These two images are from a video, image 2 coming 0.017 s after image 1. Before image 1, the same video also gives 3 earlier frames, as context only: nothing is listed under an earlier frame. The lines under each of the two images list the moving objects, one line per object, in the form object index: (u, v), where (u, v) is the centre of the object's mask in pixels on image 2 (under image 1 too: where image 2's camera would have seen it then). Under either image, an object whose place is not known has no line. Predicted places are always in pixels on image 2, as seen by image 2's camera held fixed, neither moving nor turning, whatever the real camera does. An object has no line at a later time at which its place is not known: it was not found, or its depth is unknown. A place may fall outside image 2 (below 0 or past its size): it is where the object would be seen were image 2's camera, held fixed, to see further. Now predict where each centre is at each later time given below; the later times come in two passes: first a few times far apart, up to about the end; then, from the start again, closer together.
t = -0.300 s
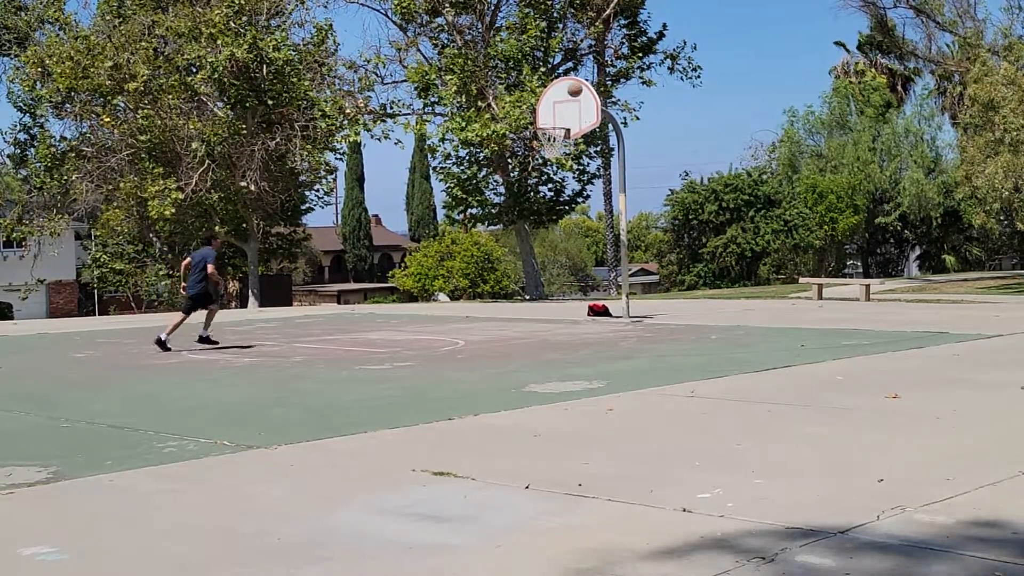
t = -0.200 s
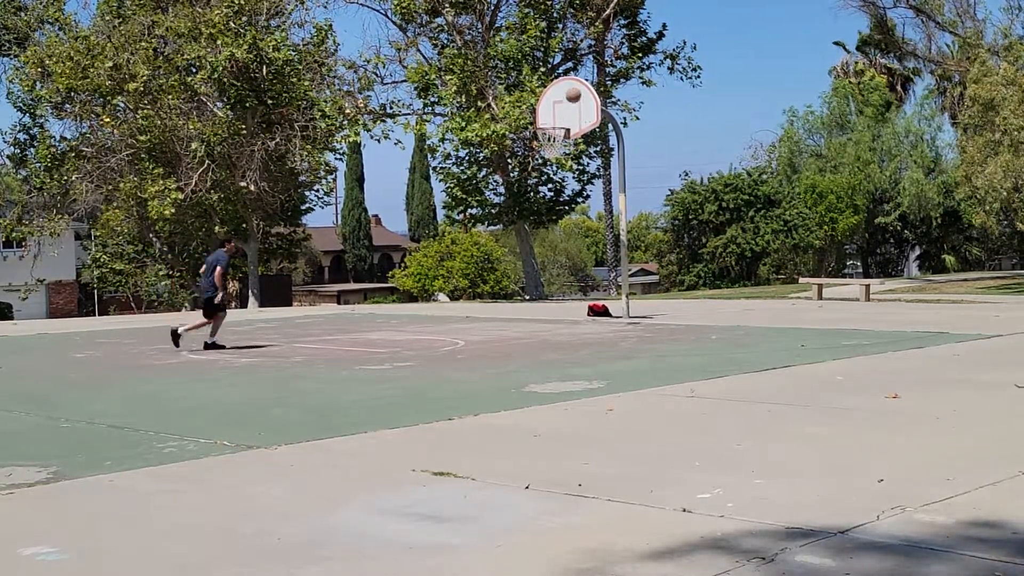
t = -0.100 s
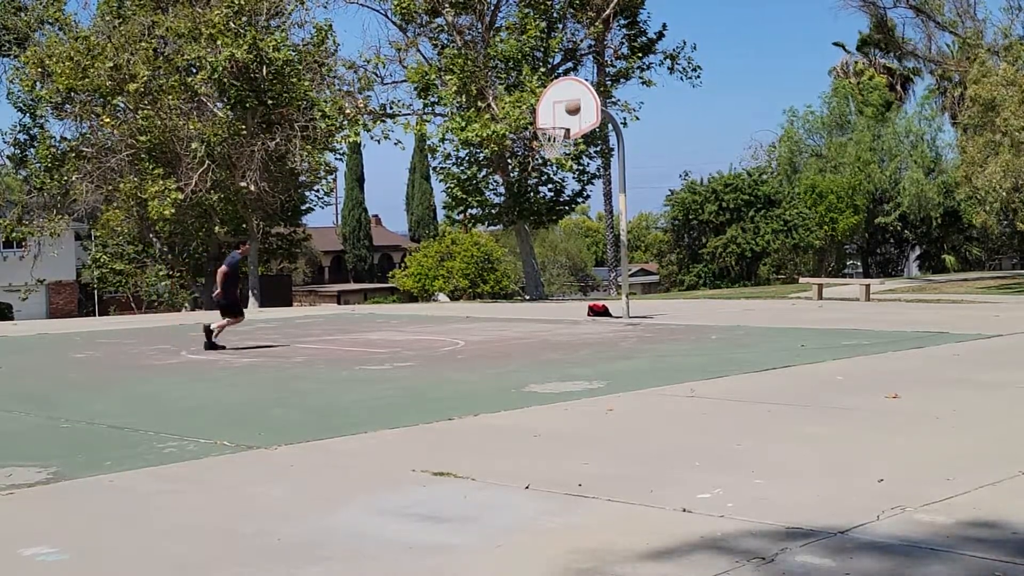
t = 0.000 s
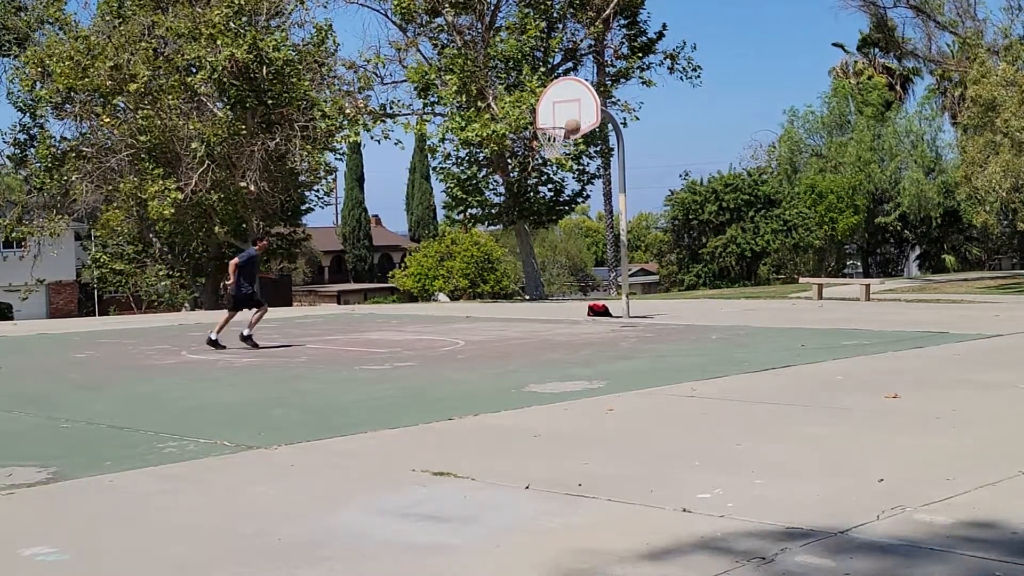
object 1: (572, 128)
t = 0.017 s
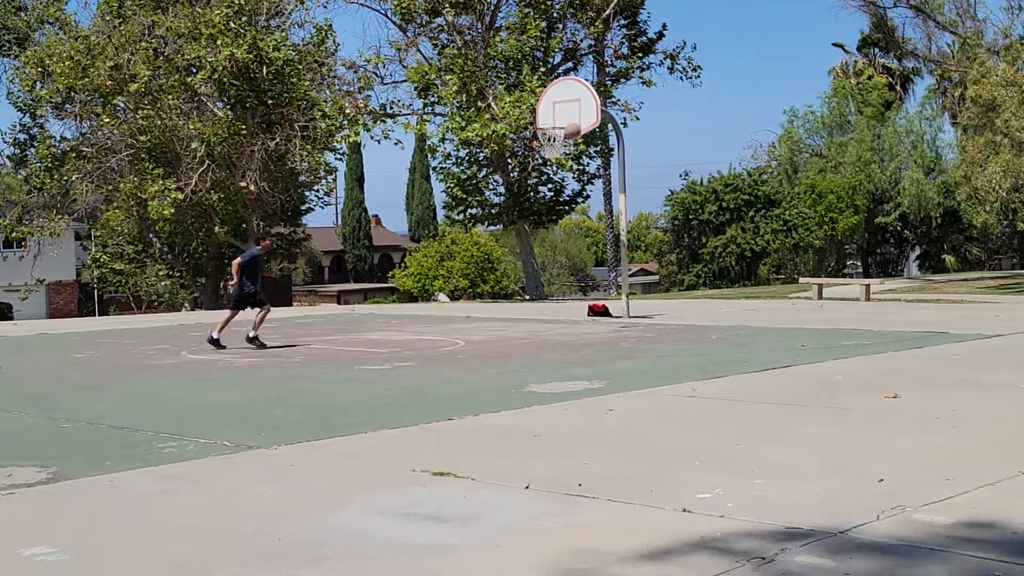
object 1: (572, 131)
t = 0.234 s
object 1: (573, 200)
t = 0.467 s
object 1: (577, 316)
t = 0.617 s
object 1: (581, 289)
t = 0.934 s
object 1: (597, 212)
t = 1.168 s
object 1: (611, 201)
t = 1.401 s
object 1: (625, 230)
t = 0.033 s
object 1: (572, 135)
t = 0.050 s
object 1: (573, 137)
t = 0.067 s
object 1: (573, 144)
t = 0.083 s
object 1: (572, 149)
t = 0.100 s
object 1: (572, 153)
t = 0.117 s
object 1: (573, 158)
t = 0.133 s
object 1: (572, 163)
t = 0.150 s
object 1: (573, 169)
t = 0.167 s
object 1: (573, 175)
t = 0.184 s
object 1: (573, 180)
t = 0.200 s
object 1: (573, 188)
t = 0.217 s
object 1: (574, 194)
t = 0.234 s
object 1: (573, 200)
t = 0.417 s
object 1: (575, 286)
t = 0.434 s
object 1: (576, 295)
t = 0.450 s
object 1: (577, 305)
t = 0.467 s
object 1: (577, 316)
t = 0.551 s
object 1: (579, 315)
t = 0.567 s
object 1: (580, 308)
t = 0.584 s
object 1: (580, 301)
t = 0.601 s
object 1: (581, 295)
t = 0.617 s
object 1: (581, 289)
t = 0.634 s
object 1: (582, 283)
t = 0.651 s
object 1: (583, 276)
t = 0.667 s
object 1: (584, 271)
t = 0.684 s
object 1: (584, 267)
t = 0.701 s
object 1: (585, 260)
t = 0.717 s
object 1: (586, 256)
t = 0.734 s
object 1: (586, 250)
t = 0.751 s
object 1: (588, 246)
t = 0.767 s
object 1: (588, 242)
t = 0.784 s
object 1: (589, 237)
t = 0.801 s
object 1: (589, 233)
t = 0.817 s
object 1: (590, 230)
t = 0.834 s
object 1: (591, 227)
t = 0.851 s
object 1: (593, 223)
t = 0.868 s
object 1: (593, 220)
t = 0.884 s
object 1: (595, 218)
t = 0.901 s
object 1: (596, 215)
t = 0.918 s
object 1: (596, 213)
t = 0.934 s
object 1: (597, 212)
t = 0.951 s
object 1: (598, 208)
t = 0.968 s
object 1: (599, 207)
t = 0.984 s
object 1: (600, 205)
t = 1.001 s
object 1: (601, 203)
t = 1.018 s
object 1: (602, 202)
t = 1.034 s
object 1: (603, 201)
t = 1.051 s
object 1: (604, 201)
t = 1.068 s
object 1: (605, 201)
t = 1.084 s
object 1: (606, 200)
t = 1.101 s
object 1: (606, 200)
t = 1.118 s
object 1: (607, 200)
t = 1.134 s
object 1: (608, 200)
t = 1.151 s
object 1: (609, 200)
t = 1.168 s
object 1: (611, 201)
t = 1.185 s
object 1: (611, 201)
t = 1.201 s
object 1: (612, 201)
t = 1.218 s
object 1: (614, 203)
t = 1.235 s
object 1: (615, 204)
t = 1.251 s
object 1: (616, 205)
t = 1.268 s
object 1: (616, 208)
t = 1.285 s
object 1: (618, 210)
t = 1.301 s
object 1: (619, 212)
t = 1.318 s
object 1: (620, 215)
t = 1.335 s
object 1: (621, 218)
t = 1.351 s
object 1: (622, 220)
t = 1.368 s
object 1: (623, 224)
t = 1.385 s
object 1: (623, 228)
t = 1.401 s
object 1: (625, 230)
